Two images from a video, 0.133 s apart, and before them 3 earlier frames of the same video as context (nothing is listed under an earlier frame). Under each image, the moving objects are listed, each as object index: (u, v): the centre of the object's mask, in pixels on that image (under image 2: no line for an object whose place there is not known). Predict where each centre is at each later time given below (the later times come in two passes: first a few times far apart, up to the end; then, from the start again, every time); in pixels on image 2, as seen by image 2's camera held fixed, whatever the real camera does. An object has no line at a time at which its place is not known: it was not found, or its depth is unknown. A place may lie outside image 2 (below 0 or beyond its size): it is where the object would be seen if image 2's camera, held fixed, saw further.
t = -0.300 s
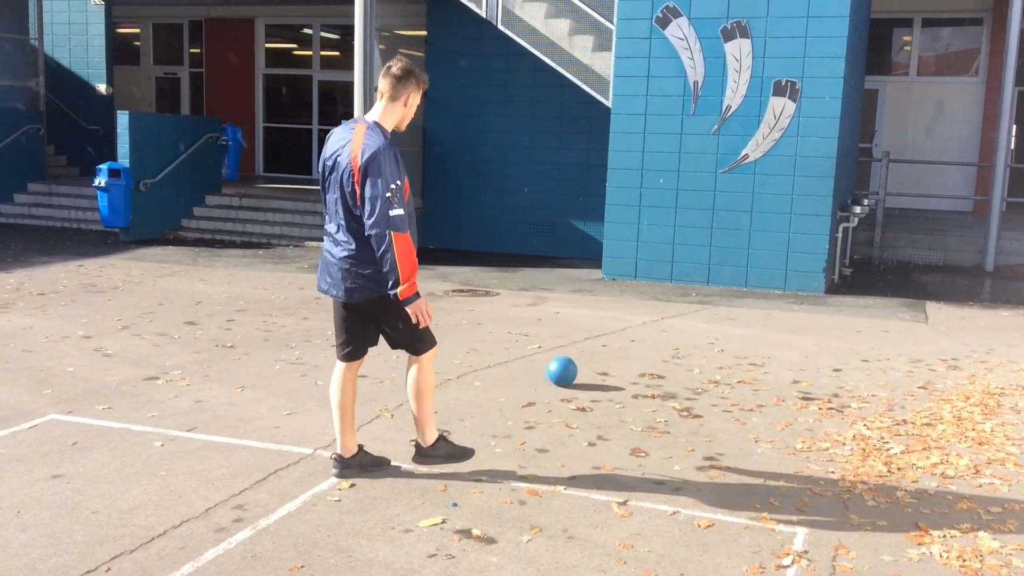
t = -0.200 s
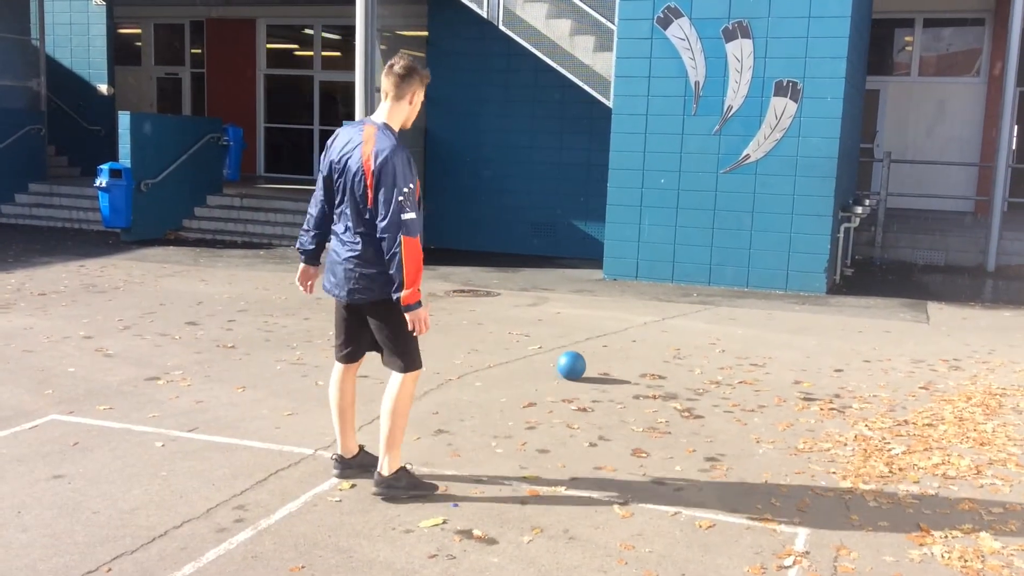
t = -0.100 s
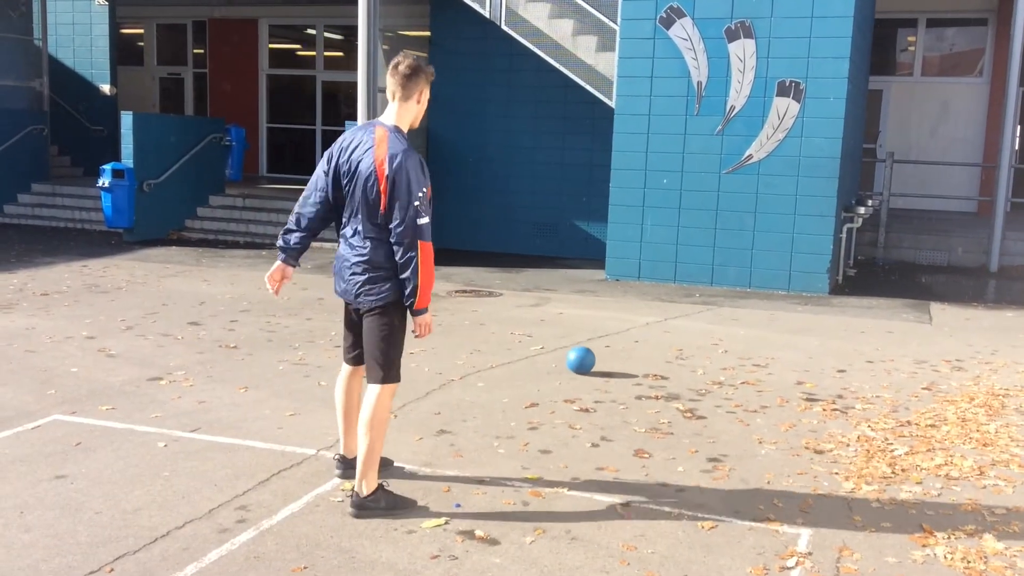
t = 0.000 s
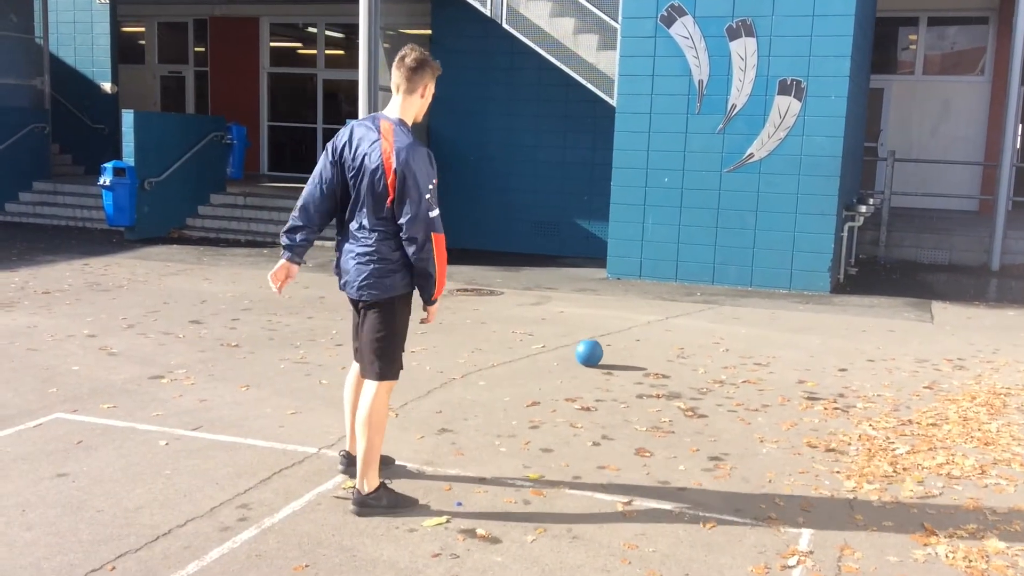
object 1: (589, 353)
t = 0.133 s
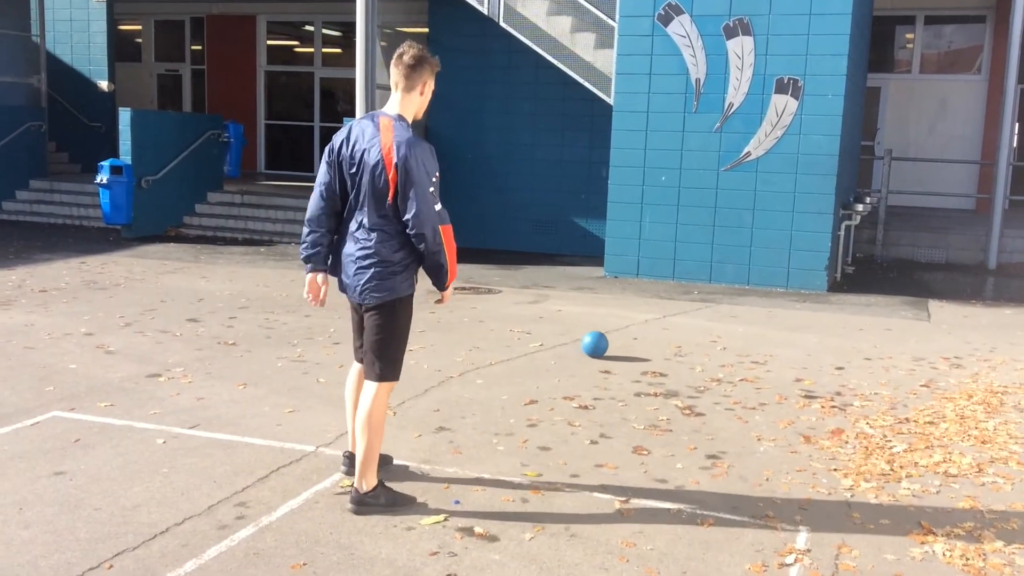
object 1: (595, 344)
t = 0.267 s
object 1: (602, 339)
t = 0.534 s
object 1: (615, 328)
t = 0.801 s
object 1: (627, 319)
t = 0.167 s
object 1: (597, 343)
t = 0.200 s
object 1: (598, 341)
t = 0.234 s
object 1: (600, 340)
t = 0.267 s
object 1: (602, 339)
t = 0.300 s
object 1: (604, 337)
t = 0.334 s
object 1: (606, 336)
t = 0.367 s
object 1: (607, 334)
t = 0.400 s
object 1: (609, 333)
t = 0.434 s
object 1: (610, 332)
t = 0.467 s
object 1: (612, 331)
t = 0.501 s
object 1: (614, 329)
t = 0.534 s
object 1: (615, 328)
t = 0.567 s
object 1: (617, 327)
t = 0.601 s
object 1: (618, 326)
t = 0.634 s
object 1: (620, 325)
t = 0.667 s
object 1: (621, 324)
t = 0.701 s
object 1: (622, 323)
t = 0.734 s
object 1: (624, 322)
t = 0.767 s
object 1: (625, 321)
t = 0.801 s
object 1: (627, 319)
